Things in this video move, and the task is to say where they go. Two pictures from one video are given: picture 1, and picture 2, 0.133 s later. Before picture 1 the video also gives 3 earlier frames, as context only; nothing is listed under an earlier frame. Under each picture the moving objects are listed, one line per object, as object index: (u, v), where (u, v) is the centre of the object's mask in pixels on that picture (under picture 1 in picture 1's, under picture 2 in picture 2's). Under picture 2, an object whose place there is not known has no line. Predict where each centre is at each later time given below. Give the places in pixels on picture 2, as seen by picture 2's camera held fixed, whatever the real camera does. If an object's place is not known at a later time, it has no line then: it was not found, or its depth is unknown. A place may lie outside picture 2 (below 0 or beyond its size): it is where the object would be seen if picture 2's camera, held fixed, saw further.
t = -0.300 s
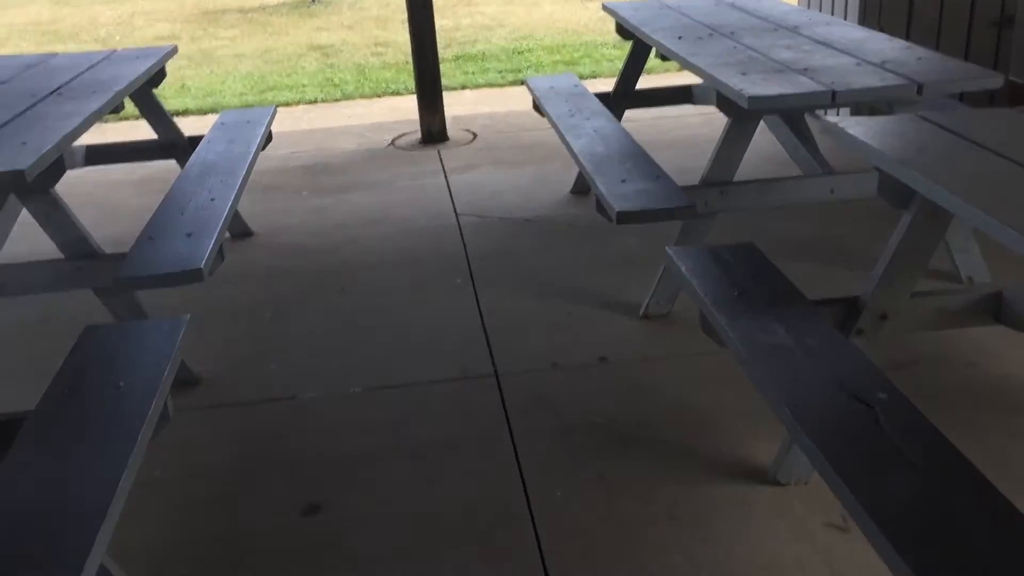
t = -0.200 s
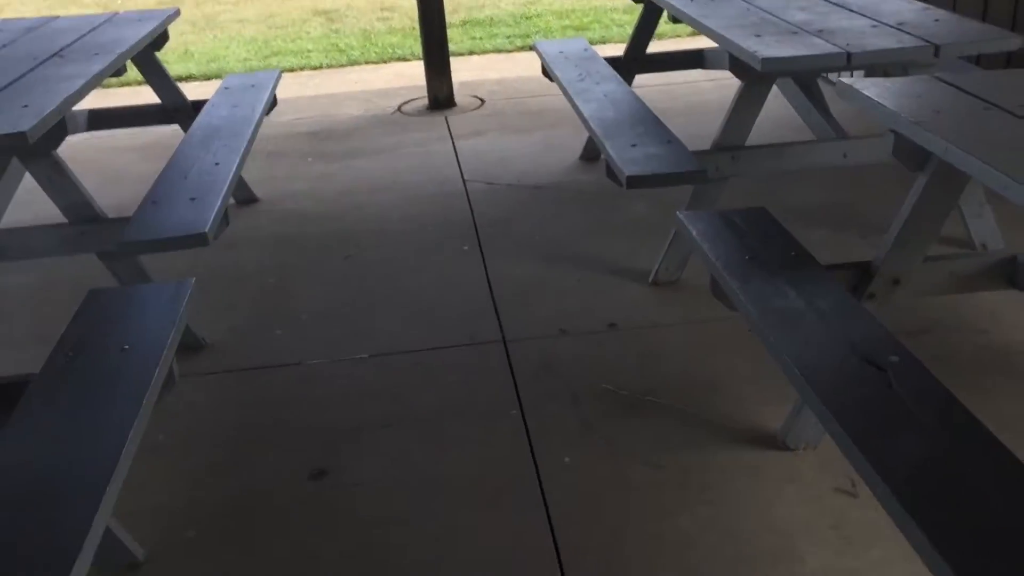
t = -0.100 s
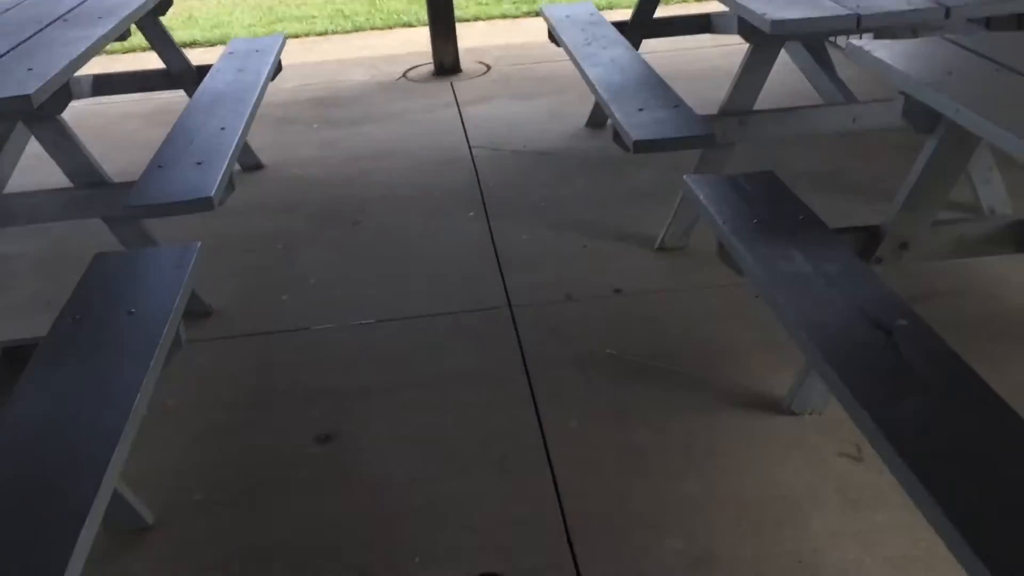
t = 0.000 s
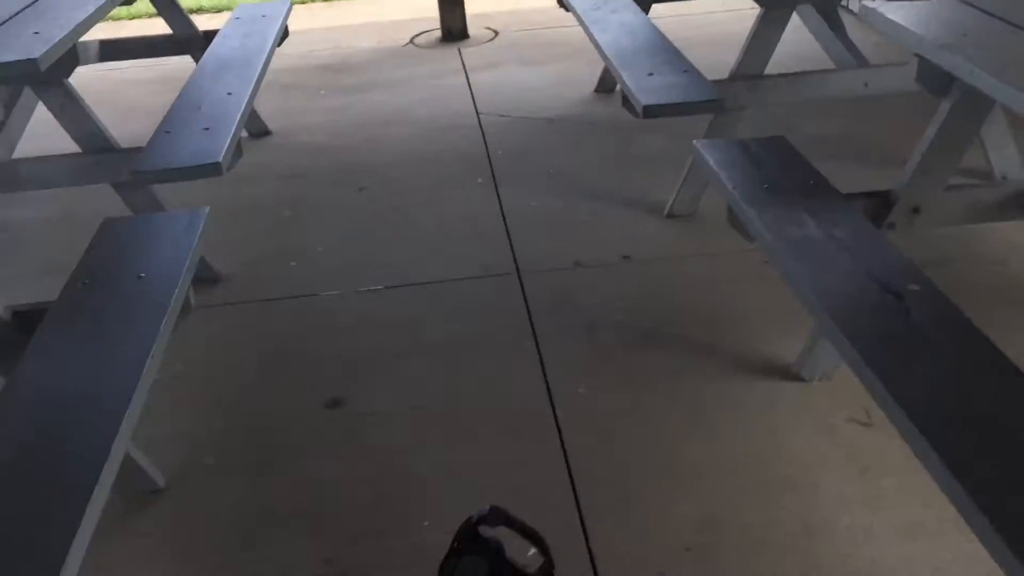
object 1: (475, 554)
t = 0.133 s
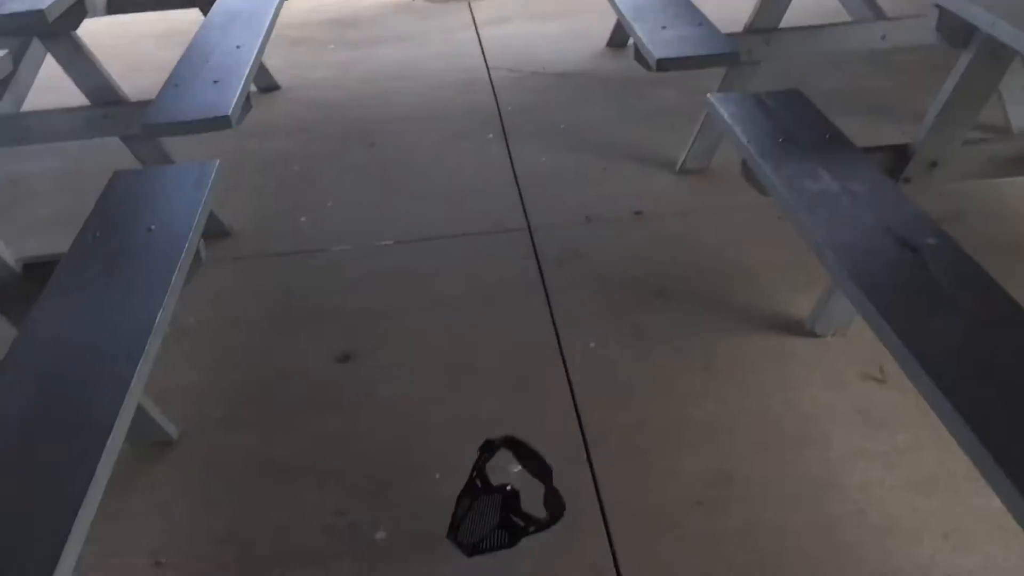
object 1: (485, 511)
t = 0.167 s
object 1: (488, 510)
